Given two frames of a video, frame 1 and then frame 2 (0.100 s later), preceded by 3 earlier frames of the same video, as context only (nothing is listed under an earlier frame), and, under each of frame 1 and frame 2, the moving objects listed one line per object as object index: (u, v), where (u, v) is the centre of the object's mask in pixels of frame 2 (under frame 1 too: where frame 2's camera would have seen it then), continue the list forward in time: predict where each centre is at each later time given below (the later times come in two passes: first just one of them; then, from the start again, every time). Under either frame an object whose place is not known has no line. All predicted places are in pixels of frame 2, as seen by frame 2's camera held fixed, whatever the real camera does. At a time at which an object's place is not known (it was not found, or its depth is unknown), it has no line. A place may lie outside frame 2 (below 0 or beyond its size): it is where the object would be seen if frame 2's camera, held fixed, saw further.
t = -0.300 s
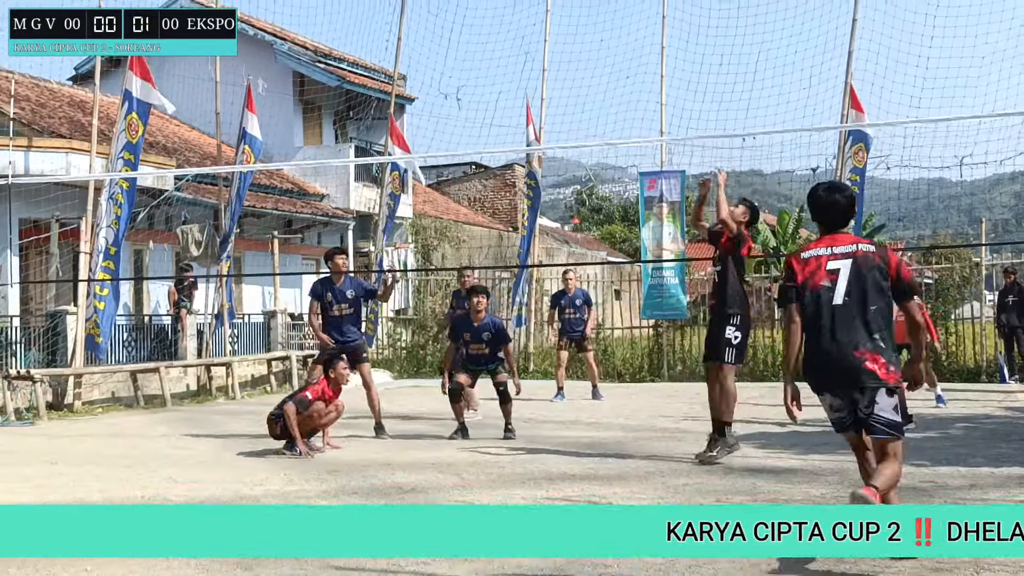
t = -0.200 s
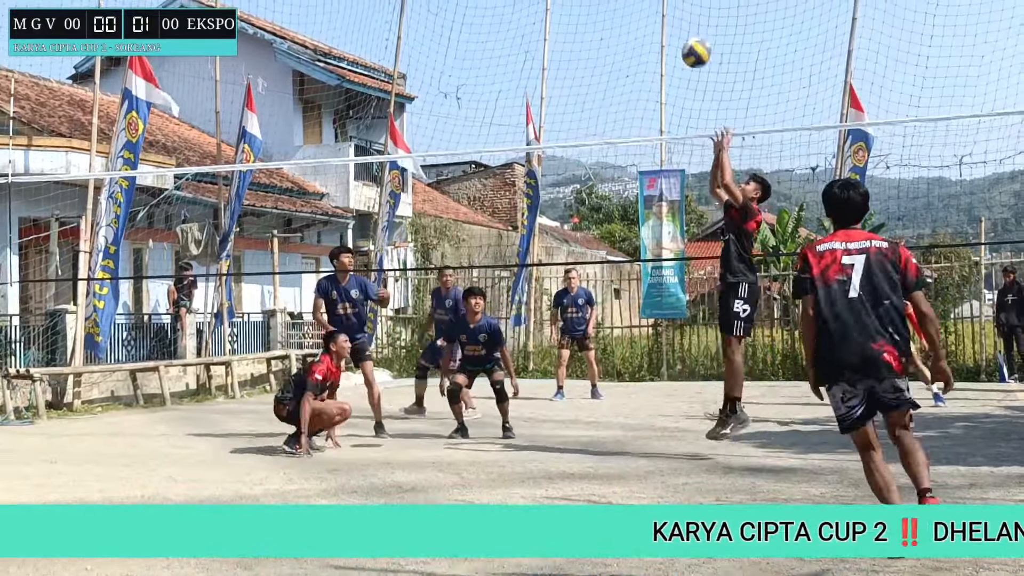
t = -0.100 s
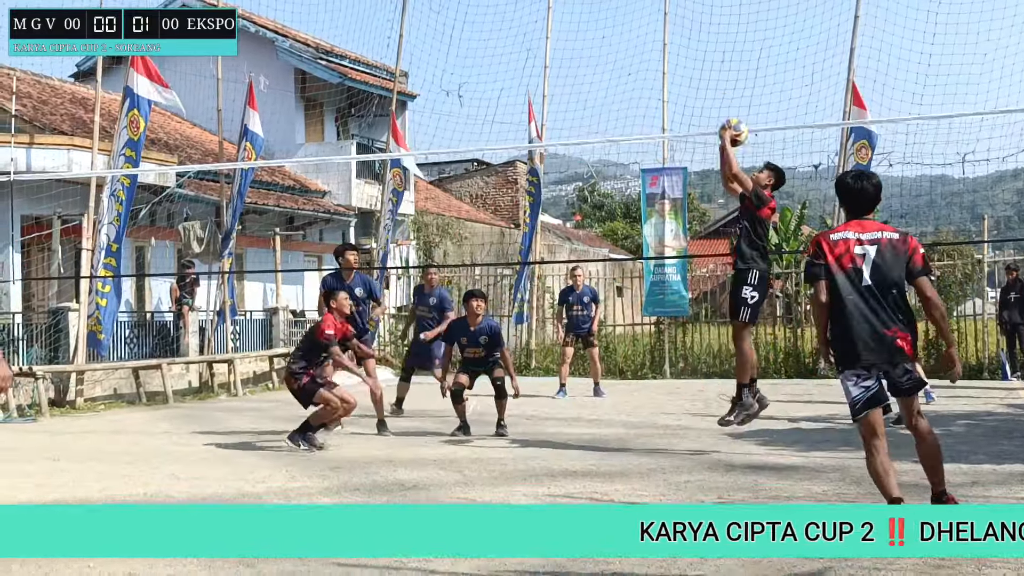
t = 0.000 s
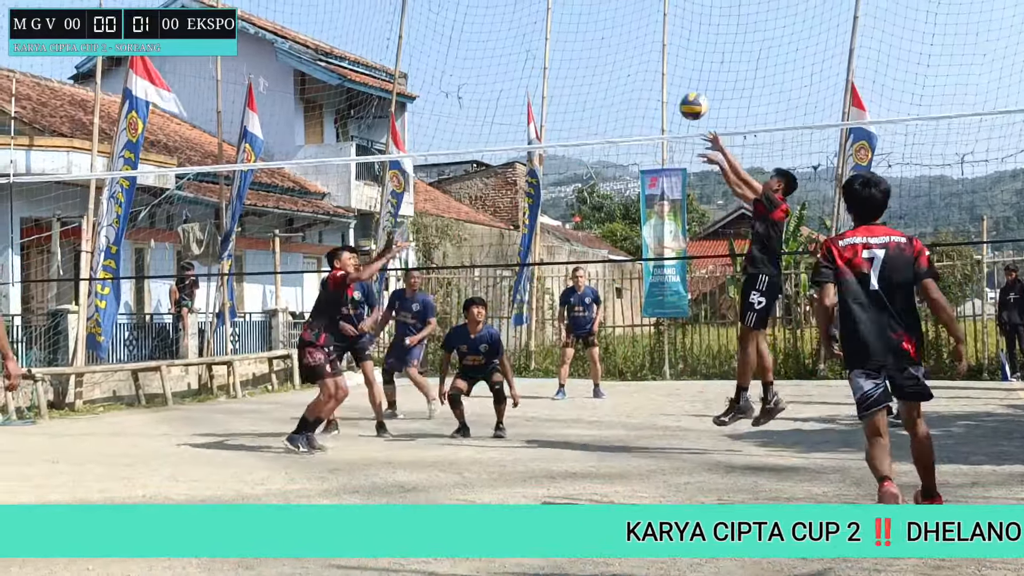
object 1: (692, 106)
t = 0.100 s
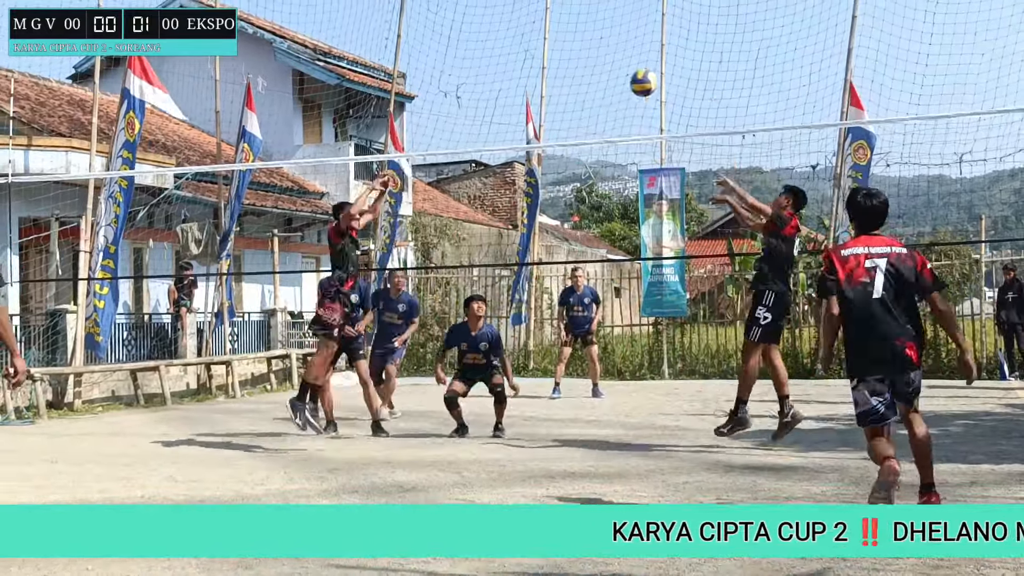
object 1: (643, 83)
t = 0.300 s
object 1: (555, 79)
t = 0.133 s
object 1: (628, 78)
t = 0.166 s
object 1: (613, 76)
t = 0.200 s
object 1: (598, 74)
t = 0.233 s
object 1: (584, 74)
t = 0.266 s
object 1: (569, 76)
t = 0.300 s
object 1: (555, 79)
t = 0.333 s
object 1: (542, 84)
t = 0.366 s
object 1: (528, 89)
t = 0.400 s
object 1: (516, 96)
